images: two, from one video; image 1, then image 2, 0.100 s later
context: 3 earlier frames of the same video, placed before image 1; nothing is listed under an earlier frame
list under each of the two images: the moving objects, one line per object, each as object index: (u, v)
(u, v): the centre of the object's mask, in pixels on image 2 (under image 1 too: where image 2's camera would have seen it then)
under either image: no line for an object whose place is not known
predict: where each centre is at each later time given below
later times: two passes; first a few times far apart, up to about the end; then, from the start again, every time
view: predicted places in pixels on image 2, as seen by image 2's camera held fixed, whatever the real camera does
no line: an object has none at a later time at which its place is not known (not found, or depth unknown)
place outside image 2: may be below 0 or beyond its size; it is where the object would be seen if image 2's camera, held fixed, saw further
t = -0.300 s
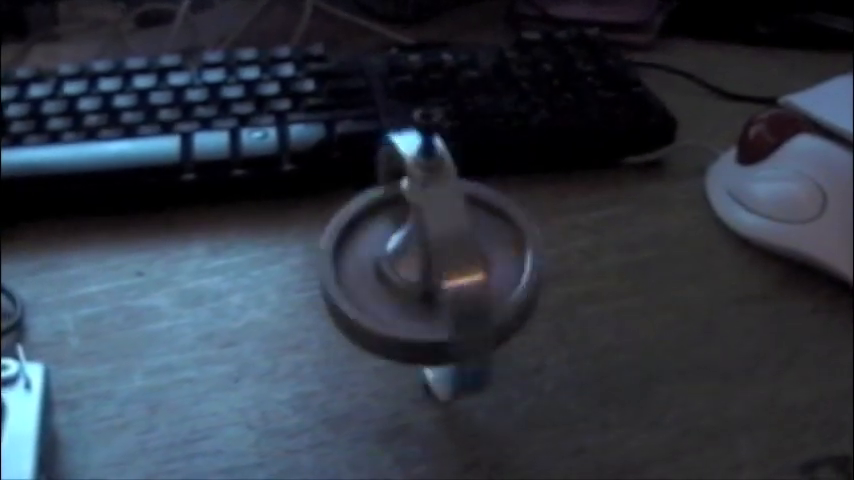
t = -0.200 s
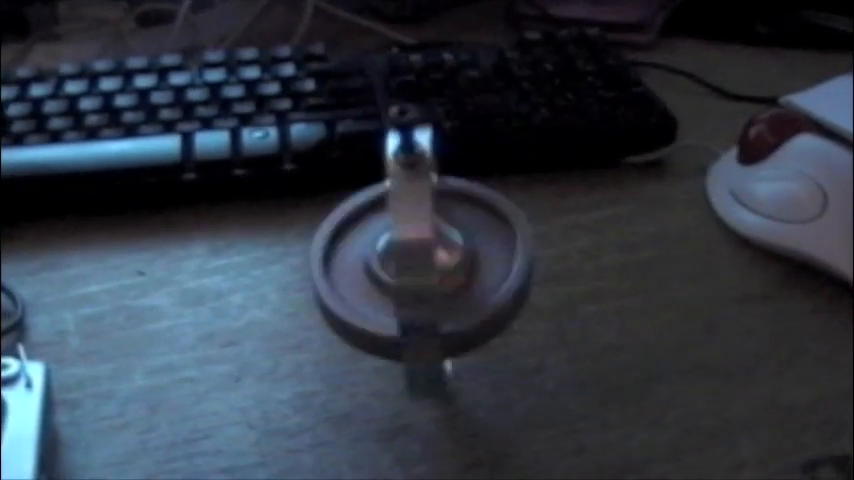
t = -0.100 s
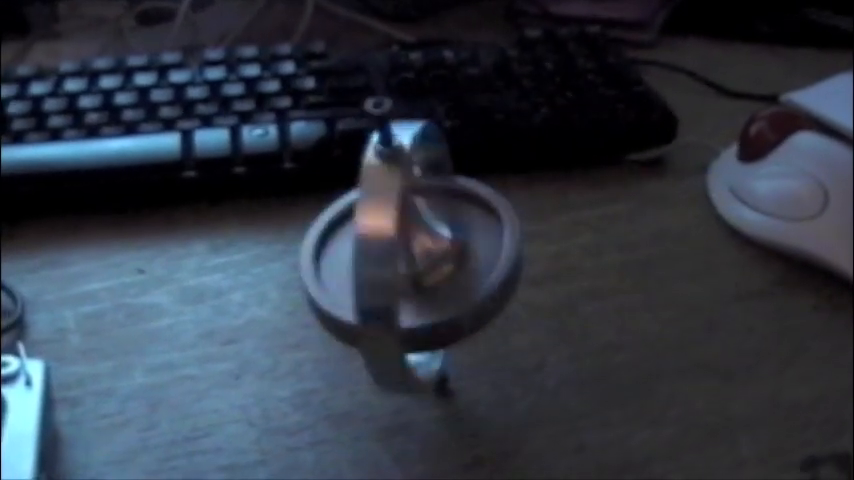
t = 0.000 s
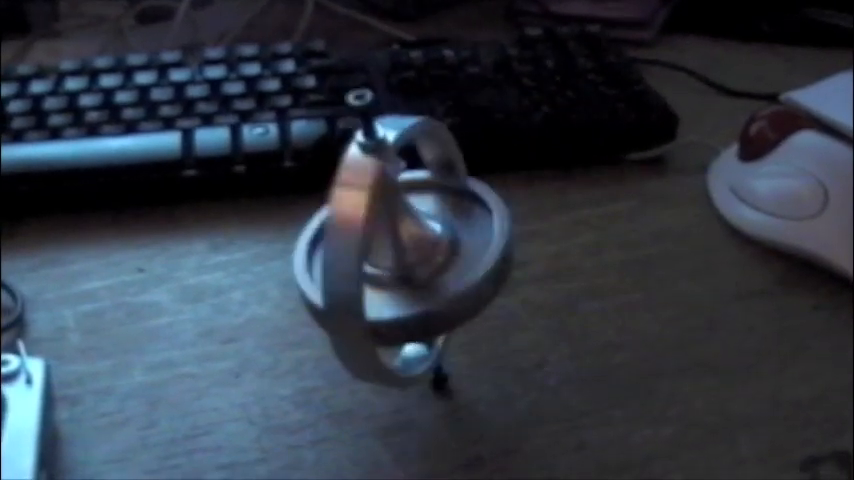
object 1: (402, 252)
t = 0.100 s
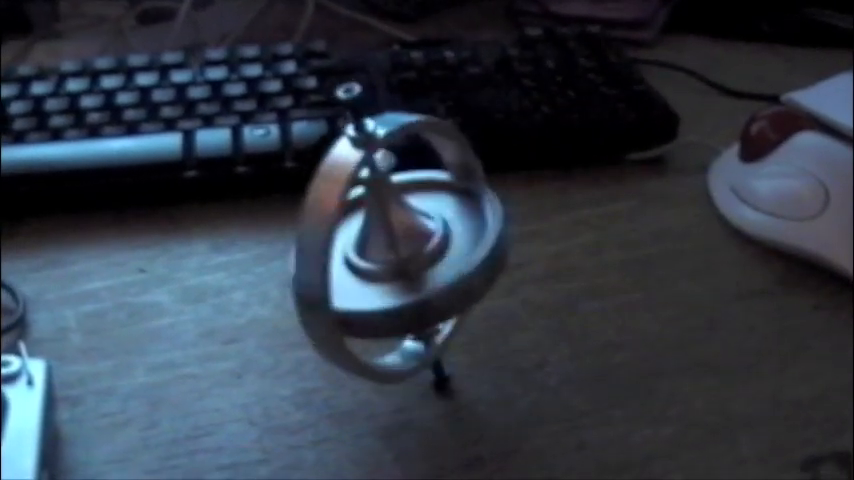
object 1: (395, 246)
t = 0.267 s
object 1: (388, 236)
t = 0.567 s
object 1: (406, 222)
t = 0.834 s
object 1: (433, 219)
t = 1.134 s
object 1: (454, 226)
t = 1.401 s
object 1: (469, 233)
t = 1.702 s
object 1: (465, 243)
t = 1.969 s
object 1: (441, 260)
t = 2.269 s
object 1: (410, 261)
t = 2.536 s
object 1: (386, 243)
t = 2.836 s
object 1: (395, 226)
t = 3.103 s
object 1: (422, 218)
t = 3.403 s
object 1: (447, 223)
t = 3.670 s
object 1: (464, 227)
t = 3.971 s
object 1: (468, 238)
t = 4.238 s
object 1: (456, 252)
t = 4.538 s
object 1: (419, 260)
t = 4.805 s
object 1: (392, 249)
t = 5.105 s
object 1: (393, 230)
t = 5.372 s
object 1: (414, 219)
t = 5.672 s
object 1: (443, 220)
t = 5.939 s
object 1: (463, 225)
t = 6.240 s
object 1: (470, 235)
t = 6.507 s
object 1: (462, 247)
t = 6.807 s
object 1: (425, 260)
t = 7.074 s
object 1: (396, 250)
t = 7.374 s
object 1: (388, 230)
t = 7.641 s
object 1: (412, 218)
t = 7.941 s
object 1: (441, 217)
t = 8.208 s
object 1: (461, 225)
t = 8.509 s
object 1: (470, 234)
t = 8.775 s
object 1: (462, 247)
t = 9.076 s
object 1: (424, 259)
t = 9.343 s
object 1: (397, 249)
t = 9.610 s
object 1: (387, 230)
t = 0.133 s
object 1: (391, 244)
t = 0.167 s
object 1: (388, 242)
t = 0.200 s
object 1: (387, 240)
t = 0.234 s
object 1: (388, 238)
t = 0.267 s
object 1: (388, 236)
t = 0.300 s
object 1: (389, 234)
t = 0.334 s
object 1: (391, 232)
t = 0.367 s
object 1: (392, 230)
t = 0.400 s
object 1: (394, 229)
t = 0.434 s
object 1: (396, 227)
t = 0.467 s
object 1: (398, 225)
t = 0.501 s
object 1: (400, 224)
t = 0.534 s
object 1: (403, 223)
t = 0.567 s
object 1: (406, 222)
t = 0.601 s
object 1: (411, 221)
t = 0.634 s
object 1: (414, 219)
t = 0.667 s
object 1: (417, 218)
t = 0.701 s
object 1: (420, 218)
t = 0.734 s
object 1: (423, 218)
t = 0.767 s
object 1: (426, 218)
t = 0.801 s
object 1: (429, 218)
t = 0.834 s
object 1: (433, 219)
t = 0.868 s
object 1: (436, 219)
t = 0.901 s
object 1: (439, 218)
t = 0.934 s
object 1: (442, 218)
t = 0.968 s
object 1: (444, 219)
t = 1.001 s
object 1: (446, 221)
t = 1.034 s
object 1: (449, 224)
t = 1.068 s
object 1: (450, 224)
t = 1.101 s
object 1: (451, 225)
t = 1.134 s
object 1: (454, 226)
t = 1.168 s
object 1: (456, 226)
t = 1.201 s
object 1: (458, 227)
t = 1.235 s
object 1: (460, 228)
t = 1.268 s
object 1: (463, 228)
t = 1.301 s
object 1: (464, 230)
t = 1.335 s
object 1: (465, 231)
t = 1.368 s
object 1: (467, 232)
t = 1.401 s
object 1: (469, 233)
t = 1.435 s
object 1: (469, 234)
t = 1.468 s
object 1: (469, 235)
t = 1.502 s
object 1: (470, 236)
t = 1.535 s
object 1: (469, 237)
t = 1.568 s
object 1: (468, 238)
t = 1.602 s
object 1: (469, 239)
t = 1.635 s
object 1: (467, 241)
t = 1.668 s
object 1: (466, 243)
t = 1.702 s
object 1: (465, 243)
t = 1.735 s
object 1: (463, 245)
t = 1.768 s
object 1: (462, 247)
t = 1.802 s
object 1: (462, 248)
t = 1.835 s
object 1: (460, 251)
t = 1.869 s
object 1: (456, 253)
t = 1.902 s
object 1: (451, 256)
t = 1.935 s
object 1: (447, 258)
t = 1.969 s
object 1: (441, 260)
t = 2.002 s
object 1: (438, 261)
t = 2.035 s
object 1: (434, 262)
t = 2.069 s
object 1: (431, 262)
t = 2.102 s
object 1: (427, 262)
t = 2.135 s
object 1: (424, 262)
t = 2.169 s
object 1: (420, 262)
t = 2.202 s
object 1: (417, 262)
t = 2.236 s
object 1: (413, 259)
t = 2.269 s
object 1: (410, 261)
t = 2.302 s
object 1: (407, 260)
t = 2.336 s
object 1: (404, 257)
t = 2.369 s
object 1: (401, 255)
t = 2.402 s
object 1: (398, 253)
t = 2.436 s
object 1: (395, 250)
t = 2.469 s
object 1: (392, 247)
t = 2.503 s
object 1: (389, 245)
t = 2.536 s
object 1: (386, 243)
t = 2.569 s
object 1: (384, 241)
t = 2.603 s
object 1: (384, 239)
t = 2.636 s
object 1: (386, 237)
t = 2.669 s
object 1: (387, 235)
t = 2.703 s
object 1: (388, 233)
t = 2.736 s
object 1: (390, 231)
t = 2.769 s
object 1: (392, 230)
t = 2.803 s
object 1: (392, 229)
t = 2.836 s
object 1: (395, 226)
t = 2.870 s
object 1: (397, 225)
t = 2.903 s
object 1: (401, 223)
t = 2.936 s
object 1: (404, 221)
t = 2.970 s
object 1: (406, 220)
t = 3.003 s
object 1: (411, 218)
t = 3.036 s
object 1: (415, 217)
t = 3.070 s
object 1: (418, 218)
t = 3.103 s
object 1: (422, 218)
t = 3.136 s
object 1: (425, 217)
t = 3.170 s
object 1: (428, 218)
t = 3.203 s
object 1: (431, 219)
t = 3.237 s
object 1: (435, 218)
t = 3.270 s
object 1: (438, 218)
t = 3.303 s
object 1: (440, 218)
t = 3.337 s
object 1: (443, 219)
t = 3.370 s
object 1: (446, 221)
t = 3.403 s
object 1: (447, 223)
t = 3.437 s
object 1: (451, 222)
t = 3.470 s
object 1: (452, 224)
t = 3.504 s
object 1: (453, 224)
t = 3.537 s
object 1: (457, 223)
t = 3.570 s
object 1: (459, 224)
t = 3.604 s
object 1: (461, 225)
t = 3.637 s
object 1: (463, 226)
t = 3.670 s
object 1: (464, 227)
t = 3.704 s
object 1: (465, 228)
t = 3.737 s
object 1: (468, 229)
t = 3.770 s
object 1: (469, 230)
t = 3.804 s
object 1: (470, 232)
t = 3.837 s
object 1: (470, 233)
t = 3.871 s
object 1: (469, 235)
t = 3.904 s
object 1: (469, 236)
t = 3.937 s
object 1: (469, 237)
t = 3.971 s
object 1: (468, 238)
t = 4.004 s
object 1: (467, 238)
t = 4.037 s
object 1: (467, 240)
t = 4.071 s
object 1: (465, 242)
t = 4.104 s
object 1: (465, 244)
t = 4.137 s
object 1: (465, 245)
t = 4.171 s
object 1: (463, 247)
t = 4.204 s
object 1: (460, 249)
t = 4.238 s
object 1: (456, 252)
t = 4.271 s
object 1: (450, 254)
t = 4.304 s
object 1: (445, 255)
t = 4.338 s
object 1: (441, 255)
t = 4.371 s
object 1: (437, 257)
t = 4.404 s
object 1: (434, 258)
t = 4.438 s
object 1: (431, 258)
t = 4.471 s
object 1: (427, 259)
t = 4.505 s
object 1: (423, 260)
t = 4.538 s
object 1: (419, 260)
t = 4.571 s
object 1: (415, 259)
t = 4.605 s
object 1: (411, 260)
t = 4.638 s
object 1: (407, 260)
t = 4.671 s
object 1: (404, 257)
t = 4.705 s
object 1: (400, 257)
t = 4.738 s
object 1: (397, 254)
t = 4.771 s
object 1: (395, 251)
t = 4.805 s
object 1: (392, 249)
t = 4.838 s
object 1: (388, 246)
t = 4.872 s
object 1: (385, 243)
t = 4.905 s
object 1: (385, 241)
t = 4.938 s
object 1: (384, 240)
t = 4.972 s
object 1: (386, 238)
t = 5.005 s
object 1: (387, 236)
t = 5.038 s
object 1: (388, 234)
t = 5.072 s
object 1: (390, 233)
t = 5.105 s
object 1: (393, 230)
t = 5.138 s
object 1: (394, 229)
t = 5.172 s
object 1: (396, 227)
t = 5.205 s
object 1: (398, 225)
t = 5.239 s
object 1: (400, 224)
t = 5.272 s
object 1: (403, 222)
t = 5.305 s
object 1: (407, 220)
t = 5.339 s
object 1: (411, 219)
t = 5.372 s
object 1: (414, 219)
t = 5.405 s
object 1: (418, 218)
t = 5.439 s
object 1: (421, 217)
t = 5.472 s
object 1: (425, 217)
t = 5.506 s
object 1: (428, 217)
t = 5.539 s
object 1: (431, 217)
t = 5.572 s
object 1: (434, 218)
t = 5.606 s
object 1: (438, 218)
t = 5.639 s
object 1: (440, 219)
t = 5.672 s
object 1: (443, 220)
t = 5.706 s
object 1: (446, 221)
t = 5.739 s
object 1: (449, 222)
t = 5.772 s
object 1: (451, 223)
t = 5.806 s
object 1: (453, 224)
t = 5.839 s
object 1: (455, 224)
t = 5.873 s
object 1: (458, 224)
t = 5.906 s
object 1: (461, 224)
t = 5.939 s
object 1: (463, 225)
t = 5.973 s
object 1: (464, 226)
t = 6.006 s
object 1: (466, 227)
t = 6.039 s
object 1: (468, 228)
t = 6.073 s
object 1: (468, 229)
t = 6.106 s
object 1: (469, 231)
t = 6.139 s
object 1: (471, 231)
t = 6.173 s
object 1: (470, 233)
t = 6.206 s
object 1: (470, 234)
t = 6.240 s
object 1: (470, 235)
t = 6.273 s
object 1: (469, 237)
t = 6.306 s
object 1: (469, 238)
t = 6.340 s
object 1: (467, 240)
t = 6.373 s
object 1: (466, 241)
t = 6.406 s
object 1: (465, 243)
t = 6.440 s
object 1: (464, 244)
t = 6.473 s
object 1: (463, 246)
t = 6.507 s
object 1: (462, 247)
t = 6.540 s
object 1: (459, 249)
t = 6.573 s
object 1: (453, 253)
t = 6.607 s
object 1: (448, 254)
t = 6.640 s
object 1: (443, 256)
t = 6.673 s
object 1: (439, 258)
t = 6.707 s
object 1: (435, 259)
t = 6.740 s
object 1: (432, 260)
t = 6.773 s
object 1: (427, 261)
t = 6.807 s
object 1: (425, 260)
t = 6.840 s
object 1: (421, 259)
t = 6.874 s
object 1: (416, 258)
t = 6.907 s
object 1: (413, 259)
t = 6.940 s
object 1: (409, 256)
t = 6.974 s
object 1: (405, 255)
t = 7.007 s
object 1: (402, 254)
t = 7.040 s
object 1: (399, 252)
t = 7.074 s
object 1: (396, 250)
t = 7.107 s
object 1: (392, 247)
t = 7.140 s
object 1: (390, 245)
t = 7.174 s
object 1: (386, 242)
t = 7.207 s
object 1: (383, 240)
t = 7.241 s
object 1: (383, 238)
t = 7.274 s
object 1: (385, 236)
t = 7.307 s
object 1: (385, 234)
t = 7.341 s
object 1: (386, 232)
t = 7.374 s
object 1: (388, 230)
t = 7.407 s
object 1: (390, 228)
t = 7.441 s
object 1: (392, 226)
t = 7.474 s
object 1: (395, 224)
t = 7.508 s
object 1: (397, 223)
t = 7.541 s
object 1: (400, 222)
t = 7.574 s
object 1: (404, 220)
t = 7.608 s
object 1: (407, 219)
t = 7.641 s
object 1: (412, 218)
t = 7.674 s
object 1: (416, 216)
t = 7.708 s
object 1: (418, 215)
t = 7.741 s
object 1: (422, 215)
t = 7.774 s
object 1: (425, 215)
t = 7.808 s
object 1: (429, 215)
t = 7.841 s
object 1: (432, 215)
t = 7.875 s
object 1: (436, 215)
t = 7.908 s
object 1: (438, 215)
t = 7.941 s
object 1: (441, 217)
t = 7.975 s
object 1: (444, 219)
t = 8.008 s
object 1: (446, 220)
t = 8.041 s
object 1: (448, 221)
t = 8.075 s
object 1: (450, 222)
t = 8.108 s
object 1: (452, 223)
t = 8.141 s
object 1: (455, 224)
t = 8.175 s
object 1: (459, 224)
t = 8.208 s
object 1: (461, 225)
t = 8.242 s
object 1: (464, 225)
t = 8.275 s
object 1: (466, 226)
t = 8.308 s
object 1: (468, 227)
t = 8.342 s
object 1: (469, 229)
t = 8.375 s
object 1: (471, 230)
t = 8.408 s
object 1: (472, 231)
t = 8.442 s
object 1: (471, 232)
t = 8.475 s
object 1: (471, 233)
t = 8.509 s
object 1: (470, 234)
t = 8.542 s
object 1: (469, 235)
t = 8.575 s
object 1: (469, 236)
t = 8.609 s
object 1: (469, 238)
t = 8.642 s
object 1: (467, 240)
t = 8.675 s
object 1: (465, 242)
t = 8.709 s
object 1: (465, 243)
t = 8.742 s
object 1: (464, 244)
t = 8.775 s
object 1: (462, 247)
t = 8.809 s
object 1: (460, 249)
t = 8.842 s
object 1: (454, 251)
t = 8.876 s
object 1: (448, 254)
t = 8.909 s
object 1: (444, 255)
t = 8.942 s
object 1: (440, 256)
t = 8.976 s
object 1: (436, 258)
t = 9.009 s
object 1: (431, 259)
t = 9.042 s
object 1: (428, 259)
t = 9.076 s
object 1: (424, 259)
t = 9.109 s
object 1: (420, 259)
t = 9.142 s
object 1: (416, 258)
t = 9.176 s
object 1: (412, 258)
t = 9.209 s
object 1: (408, 257)
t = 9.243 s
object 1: (406, 256)
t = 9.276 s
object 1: (402, 253)
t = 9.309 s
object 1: (399, 252)
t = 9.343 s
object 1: (397, 249)
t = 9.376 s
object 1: (394, 246)
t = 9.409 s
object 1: (391, 244)
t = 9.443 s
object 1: (388, 241)
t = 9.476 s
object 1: (385, 239)
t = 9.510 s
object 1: (384, 237)
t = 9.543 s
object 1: (385, 234)
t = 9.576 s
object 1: (385, 232)
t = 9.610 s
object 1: (387, 230)
